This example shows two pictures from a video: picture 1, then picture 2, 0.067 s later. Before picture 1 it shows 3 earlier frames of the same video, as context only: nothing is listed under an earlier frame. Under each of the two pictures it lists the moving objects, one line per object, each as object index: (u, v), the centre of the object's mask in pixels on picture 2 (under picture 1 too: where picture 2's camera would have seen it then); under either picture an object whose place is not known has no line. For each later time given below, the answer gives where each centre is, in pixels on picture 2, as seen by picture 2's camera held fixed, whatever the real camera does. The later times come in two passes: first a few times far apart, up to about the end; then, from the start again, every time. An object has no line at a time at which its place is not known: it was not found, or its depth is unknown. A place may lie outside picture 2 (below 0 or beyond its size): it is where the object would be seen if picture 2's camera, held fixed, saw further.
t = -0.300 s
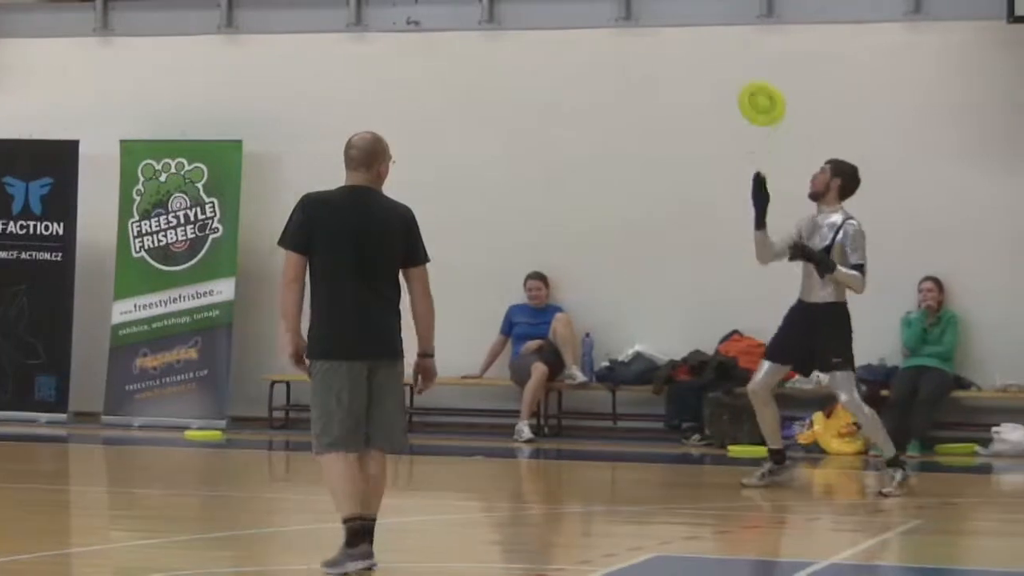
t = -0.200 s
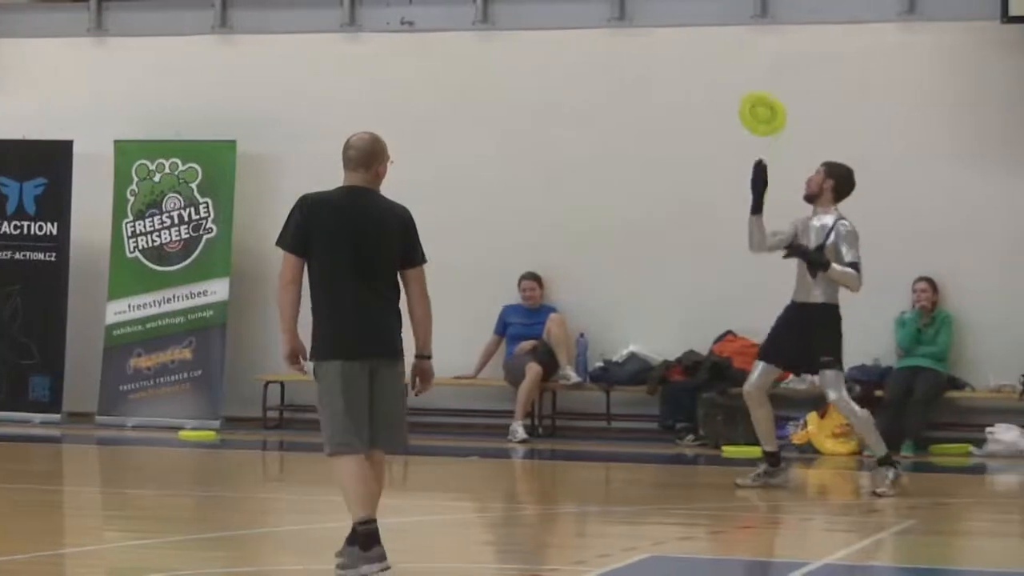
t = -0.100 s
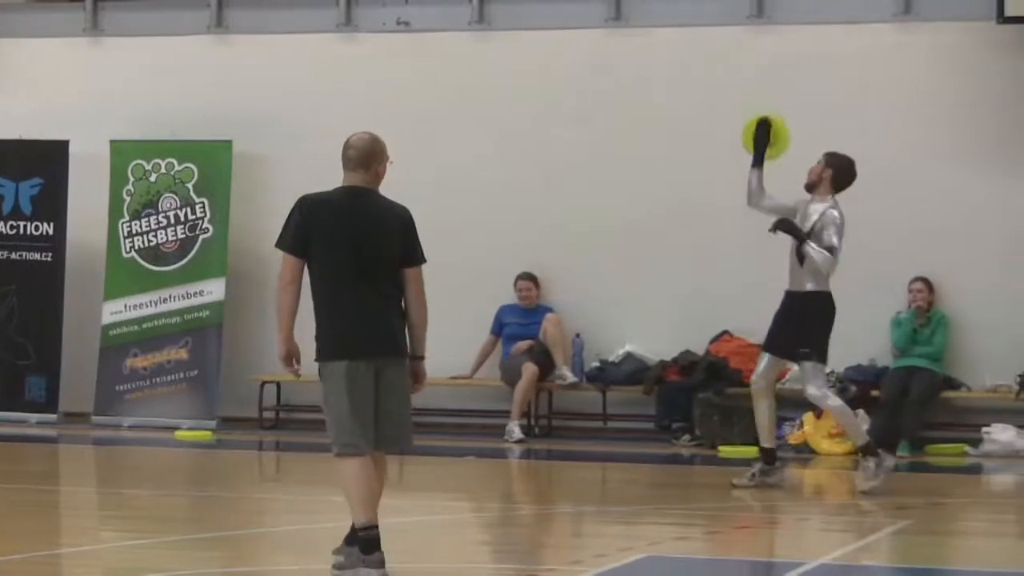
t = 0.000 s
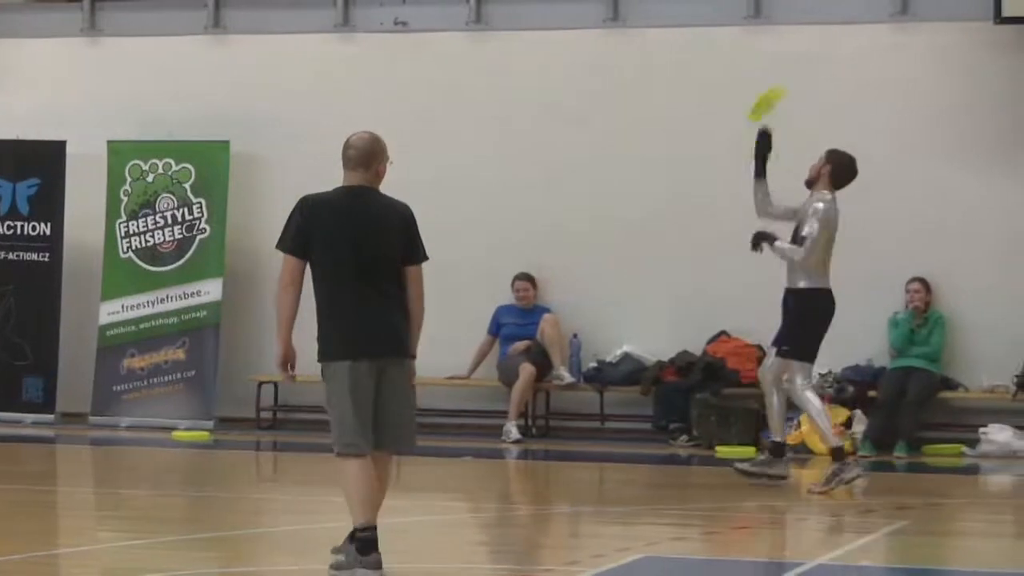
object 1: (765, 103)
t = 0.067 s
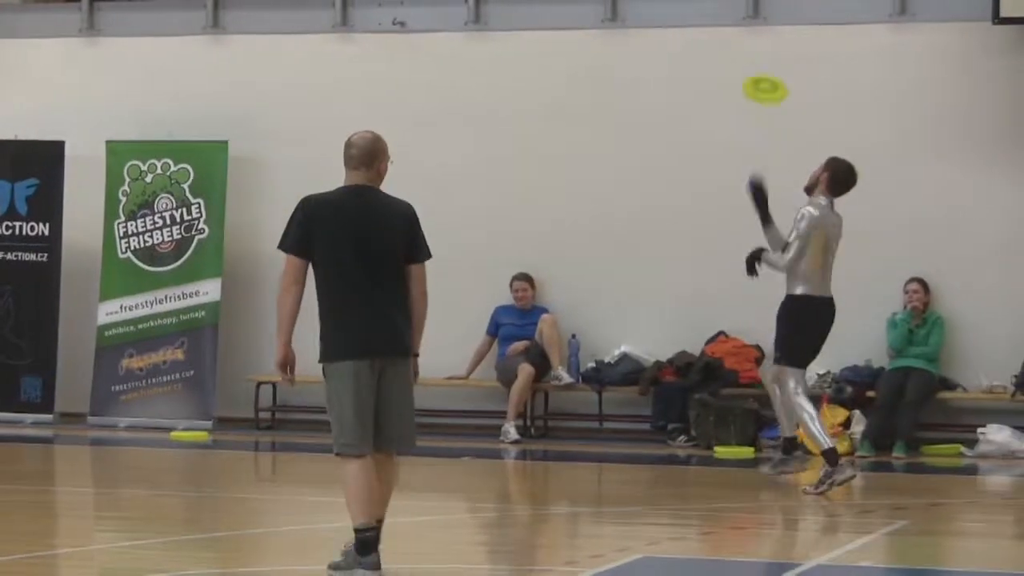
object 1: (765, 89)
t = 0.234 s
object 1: (770, 87)
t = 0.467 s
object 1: (770, 158)
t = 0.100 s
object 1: (766, 84)
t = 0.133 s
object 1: (767, 82)
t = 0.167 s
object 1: (768, 81)
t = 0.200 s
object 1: (770, 83)
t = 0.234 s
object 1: (770, 87)
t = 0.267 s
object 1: (770, 93)
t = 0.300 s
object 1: (768, 99)
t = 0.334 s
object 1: (769, 107)
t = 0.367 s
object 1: (770, 116)
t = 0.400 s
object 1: (771, 128)
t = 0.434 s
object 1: (771, 144)
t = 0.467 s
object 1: (770, 158)
